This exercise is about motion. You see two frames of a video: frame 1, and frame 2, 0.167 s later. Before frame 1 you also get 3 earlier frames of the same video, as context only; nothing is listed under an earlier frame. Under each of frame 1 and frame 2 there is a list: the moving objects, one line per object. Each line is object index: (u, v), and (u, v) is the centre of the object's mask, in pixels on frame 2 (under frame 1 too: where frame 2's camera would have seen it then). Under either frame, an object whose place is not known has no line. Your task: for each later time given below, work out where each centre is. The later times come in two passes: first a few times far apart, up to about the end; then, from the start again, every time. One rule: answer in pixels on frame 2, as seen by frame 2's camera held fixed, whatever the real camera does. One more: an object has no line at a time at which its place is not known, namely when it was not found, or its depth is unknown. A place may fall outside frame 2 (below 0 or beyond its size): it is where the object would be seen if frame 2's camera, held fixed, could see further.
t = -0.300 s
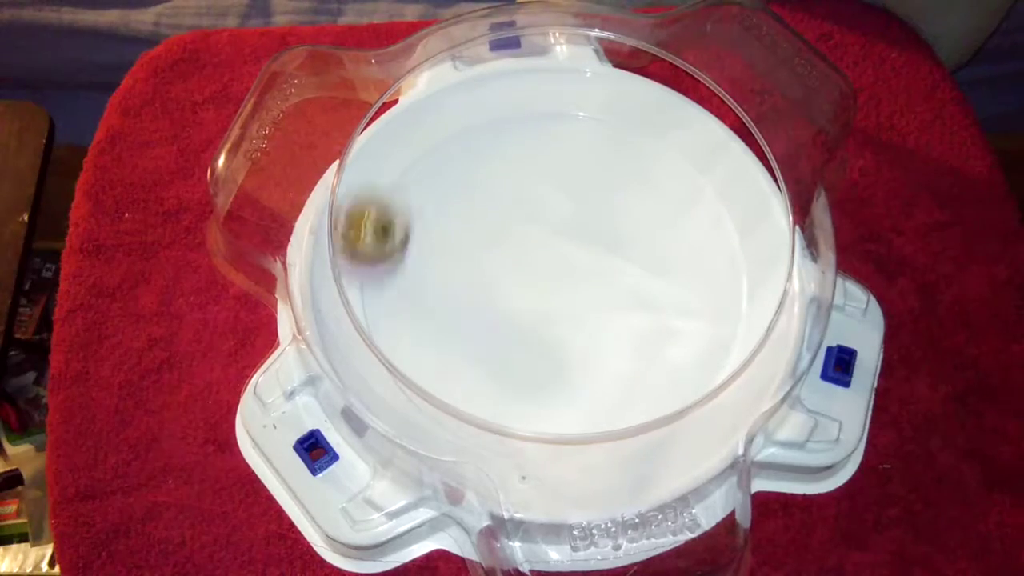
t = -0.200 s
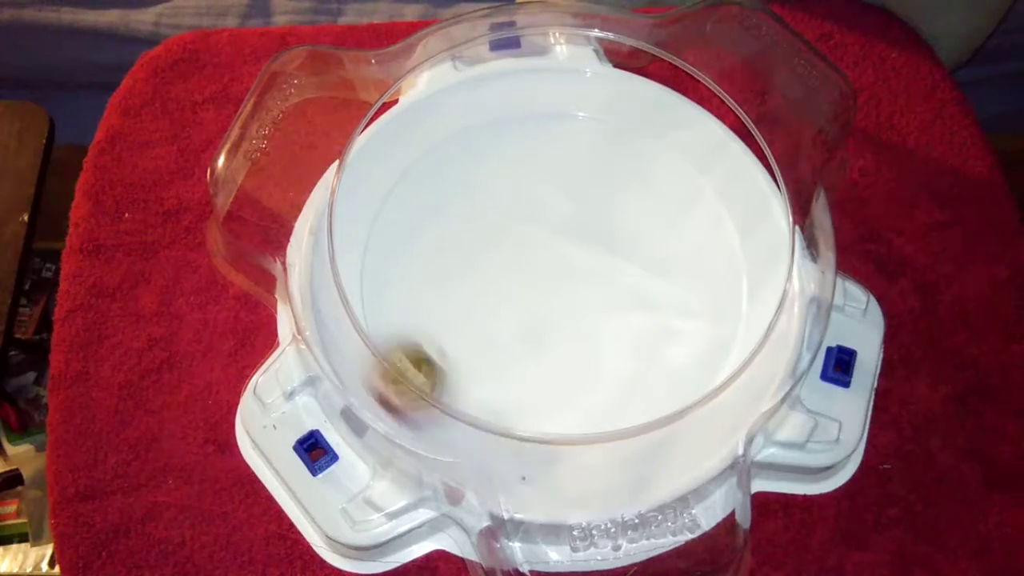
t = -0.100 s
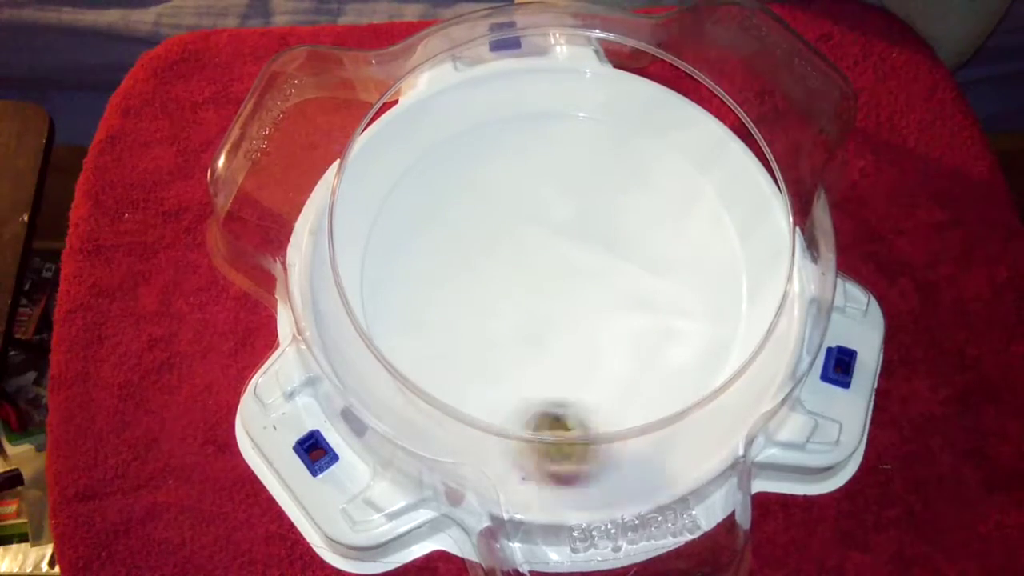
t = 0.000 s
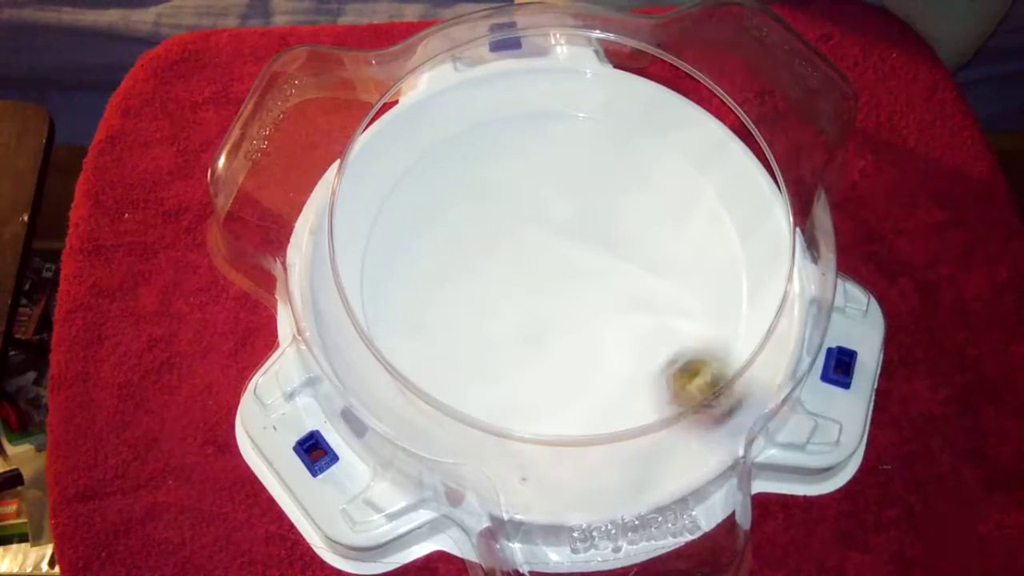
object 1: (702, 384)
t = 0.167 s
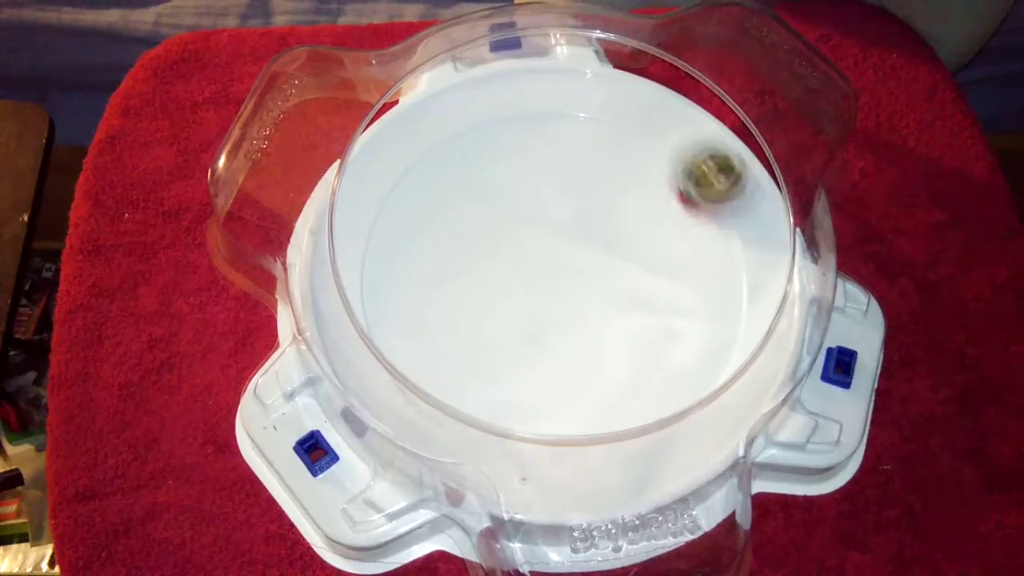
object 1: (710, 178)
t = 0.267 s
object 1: (596, 107)
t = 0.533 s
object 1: (376, 321)
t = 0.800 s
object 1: (702, 388)
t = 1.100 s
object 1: (610, 112)
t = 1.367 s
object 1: (372, 263)
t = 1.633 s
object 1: (629, 426)
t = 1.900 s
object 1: (702, 175)
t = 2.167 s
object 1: (430, 147)
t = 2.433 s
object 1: (478, 410)
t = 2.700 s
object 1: (735, 315)
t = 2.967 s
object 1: (592, 112)
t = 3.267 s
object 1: (384, 282)
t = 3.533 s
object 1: (607, 420)
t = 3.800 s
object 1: (703, 214)
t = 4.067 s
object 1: (491, 130)
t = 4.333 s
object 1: (420, 319)
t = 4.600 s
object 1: (644, 350)
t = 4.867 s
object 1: (644, 166)
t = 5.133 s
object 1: (473, 179)
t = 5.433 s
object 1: (508, 346)
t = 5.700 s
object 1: (660, 321)
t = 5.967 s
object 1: (638, 190)
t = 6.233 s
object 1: (489, 196)
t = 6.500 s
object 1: (472, 330)
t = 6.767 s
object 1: (623, 347)
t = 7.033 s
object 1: (634, 209)
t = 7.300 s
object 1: (497, 175)
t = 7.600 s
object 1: (466, 317)
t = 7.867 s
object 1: (622, 332)
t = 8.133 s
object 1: (650, 208)
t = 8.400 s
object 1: (525, 169)
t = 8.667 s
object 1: (470, 294)
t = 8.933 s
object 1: (598, 358)
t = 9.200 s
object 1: (663, 249)
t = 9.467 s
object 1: (547, 179)
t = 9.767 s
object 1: (451, 278)
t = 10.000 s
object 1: (544, 357)
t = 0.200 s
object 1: (679, 146)
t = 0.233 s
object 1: (640, 121)
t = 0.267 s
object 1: (596, 107)
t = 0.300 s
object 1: (551, 100)
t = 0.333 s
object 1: (504, 107)
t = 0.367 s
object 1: (461, 121)
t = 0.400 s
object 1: (423, 148)
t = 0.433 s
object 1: (392, 184)
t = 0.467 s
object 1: (375, 226)
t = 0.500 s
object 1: (369, 272)
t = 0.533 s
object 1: (376, 321)
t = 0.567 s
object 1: (398, 368)
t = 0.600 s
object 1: (434, 401)
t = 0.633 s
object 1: (480, 426)
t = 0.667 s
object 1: (529, 441)
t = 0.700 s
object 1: (576, 442)
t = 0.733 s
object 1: (625, 434)
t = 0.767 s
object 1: (670, 414)
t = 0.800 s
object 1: (702, 388)
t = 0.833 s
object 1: (725, 353)
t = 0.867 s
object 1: (737, 316)
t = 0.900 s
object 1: (743, 280)
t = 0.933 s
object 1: (740, 245)
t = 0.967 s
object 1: (729, 209)
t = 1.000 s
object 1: (708, 178)
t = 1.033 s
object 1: (680, 150)
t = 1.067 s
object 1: (648, 127)
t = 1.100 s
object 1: (610, 112)
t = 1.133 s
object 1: (572, 102)
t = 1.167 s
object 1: (526, 105)
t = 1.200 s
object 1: (487, 114)
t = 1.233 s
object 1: (446, 132)
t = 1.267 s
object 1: (416, 157)
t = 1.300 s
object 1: (392, 188)
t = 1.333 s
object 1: (376, 224)
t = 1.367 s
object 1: (372, 263)
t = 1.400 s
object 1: (376, 305)
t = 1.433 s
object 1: (393, 346)
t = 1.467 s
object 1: (418, 378)
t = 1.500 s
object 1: (450, 402)
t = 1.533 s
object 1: (495, 423)
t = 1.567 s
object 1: (541, 433)
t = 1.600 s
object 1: (584, 434)
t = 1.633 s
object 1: (629, 426)
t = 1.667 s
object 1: (670, 411)
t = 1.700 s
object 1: (706, 384)
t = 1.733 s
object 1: (724, 353)
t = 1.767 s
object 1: (735, 315)
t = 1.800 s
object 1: (742, 280)
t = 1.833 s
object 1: (738, 245)
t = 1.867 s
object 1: (725, 210)
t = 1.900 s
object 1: (702, 175)
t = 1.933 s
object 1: (677, 149)
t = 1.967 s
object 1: (645, 127)
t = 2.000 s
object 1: (609, 112)
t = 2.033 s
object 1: (572, 103)
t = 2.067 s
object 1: (533, 104)
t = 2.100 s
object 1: (496, 111)
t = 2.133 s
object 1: (460, 126)
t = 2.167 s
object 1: (430, 147)
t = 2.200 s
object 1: (407, 173)
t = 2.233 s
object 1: (389, 205)
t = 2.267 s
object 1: (381, 242)
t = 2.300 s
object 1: (381, 282)
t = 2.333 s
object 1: (393, 319)
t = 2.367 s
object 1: (411, 355)
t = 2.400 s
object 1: (439, 385)
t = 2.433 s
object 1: (478, 410)
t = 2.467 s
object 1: (516, 427)
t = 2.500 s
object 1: (562, 435)
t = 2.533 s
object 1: (602, 435)
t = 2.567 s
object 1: (643, 427)
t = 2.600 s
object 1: (676, 410)
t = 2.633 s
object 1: (704, 380)
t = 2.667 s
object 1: (725, 348)
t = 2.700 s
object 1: (735, 315)
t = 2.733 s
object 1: (741, 282)
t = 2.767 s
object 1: (740, 247)
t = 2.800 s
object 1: (727, 211)
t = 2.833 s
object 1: (709, 181)
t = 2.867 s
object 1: (685, 155)
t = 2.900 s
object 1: (656, 135)
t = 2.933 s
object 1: (624, 120)
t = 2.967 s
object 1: (592, 112)
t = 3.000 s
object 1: (557, 109)
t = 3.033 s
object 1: (523, 112)
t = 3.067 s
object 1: (489, 122)
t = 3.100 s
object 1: (457, 137)
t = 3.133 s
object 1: (431, 158)
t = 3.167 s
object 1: (408, 185)
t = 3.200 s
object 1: (392, 217)
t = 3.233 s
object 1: (384, 248)
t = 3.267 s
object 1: (384, 282)
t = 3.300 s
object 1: (392, 316)
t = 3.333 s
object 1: (407, 351)
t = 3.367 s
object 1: (429, 378)
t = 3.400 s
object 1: (459, 400)
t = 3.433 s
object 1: (495, 418)
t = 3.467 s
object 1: (532, 427)
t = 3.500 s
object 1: (570, 428)
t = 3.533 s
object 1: (607, 420)
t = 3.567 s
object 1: (644, 405)
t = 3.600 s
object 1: (671, 386)
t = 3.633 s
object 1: (690, 363)
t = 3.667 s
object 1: (708, 334)
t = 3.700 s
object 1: (717, 302)
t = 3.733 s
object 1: (718, 271)
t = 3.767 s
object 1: (714, 244)
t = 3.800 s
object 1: (703, 214)
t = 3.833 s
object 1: (686, 188)
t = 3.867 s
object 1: (664, 166)
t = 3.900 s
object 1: (639, 149)
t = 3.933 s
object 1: (611, 135)
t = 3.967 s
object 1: (581, 127)
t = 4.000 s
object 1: (552, 123)
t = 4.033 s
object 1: (522, 124)
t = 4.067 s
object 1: (491, 130)
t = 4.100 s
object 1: (464, 142)
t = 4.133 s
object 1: (440, 158)
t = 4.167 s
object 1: (420, 180)
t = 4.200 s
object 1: (408, 204)
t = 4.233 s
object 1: (400, 231)
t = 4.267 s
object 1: (399, 262)
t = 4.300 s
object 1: (406, 292)
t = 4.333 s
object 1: (420, 319)
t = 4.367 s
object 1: (441, 344)
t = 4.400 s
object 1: (466, 363)
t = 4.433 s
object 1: (498, 377)
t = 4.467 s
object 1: (529, 385)
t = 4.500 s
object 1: (561, 384)
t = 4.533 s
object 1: (596, 378)
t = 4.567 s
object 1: (619, 367)
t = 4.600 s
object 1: (644, 350)
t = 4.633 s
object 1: (664, 329)
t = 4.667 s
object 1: (678, 305)
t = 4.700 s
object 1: (687, 276)
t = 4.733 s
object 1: (689, 252)
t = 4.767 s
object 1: (684, 226)
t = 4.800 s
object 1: (676, 203)
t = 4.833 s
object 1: (661, 182)
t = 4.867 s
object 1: (644, 166)
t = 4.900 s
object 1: (623, 154)
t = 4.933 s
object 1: (601, 145)
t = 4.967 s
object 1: (579, 141)
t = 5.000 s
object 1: (555, 141)
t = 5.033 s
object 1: (530, 145)
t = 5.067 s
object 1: (508, 153)
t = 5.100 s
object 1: (489, 164)
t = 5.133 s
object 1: (473, 179)
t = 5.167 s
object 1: (459, 196)
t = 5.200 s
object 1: (449, 218)
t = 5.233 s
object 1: (446, 240)
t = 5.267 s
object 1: (446, 259)
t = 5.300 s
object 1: (450, 280)
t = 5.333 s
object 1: (459, 301)
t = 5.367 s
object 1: (473, 319)
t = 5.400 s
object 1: (488, 334)
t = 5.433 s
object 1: (508, 346)
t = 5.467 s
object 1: (528, 355)
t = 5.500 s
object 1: (550, 360)
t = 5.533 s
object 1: (571, 362)
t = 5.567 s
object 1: (593, 360)
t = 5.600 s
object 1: (611, 356)
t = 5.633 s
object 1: (632, 346)
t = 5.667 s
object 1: (648, 334)
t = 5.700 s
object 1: (660, 321)
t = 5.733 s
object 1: (670, 305)
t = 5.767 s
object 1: (677, 288)
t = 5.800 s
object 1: (680, 270)
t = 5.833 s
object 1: (679, 252)
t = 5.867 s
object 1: (674, 234)
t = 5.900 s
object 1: (665, 217)
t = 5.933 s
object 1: (654, 202)
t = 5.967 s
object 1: (638, 190)
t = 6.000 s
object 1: (622, 180)
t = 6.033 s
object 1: (603, 174)
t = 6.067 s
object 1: (582, 170)
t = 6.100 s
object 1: (562, 169)
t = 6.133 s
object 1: (542, 172)
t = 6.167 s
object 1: (522, 178)
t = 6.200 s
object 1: (504, 187)
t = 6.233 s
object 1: (489, 196)
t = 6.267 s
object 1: (475, 211)
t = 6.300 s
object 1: (465, 225)
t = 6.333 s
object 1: (458, 243)
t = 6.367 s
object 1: (454, 260)
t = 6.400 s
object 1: (453, 279)
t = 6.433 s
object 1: (456, 297)
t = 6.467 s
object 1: (462, 314)
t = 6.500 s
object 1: (472, 330)
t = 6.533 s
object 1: (488, 344)
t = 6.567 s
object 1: (504, 355)
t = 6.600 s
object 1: (524, 363)
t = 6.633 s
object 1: (544, 368)
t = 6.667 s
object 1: (566, 369)
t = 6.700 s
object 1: (586, 365)
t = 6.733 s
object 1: (605, 358)
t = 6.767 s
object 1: (623, 347)
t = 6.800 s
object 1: (638, 332)
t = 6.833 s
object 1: (648, 317)
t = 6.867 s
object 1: (655, 298)
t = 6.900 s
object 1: (658, 279)
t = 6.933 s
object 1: (657, 260)
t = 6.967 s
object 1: (653, 241)
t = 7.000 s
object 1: (645, 224)
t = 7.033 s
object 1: (634, 209)
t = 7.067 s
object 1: (620, 194)
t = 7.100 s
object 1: (604, 184)
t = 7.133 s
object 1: (587, 175)
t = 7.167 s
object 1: (569, 170)
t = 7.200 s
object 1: (551, 167)
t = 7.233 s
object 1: (532, 167)
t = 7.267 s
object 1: (514, 170)
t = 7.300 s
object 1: (497, 175)
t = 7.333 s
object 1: (480, 185)
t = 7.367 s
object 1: (467, 196)
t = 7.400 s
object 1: (455, 209)
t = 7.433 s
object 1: (447, 226)
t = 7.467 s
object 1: (443, 242)
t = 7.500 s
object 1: (442, 262)
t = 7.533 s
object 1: (446, 279)
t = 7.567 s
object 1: (453, 299)
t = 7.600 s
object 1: (466, 317)
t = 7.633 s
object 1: (480, 330)
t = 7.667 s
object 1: (500, 340)
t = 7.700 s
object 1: (520, 348)
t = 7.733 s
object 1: (544, 352)
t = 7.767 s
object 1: (565, 352)
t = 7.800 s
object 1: (586, 348)
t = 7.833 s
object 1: (603, 343)
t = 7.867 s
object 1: (622, 332)
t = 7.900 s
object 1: (636, 321)
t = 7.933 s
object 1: (648, 306)
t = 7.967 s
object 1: (656, 291)
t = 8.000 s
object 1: (662, 274)
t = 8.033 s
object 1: (663, 257)
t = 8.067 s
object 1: (662, 240)
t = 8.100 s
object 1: (658, 223)
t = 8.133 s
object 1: (650, 208)
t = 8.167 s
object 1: (639, 194)
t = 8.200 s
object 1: (627, 183)
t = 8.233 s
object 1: (612, 173)
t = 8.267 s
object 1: (596, 167)
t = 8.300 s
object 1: (579, 163)
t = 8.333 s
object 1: (561, 162)
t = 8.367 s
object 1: (542, 164)
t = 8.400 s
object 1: (525, 169)
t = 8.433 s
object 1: (507, 178)
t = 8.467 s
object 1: (493, 190)
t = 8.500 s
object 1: (481, 204)
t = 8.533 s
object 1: (471, 221)
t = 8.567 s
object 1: (466, 238)
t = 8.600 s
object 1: (463, 259)
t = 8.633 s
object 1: (465, 275)
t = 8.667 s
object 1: (470, 294)
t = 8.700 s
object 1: (478, 311)
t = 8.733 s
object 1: (491, 327)
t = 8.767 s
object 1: (506, 339)
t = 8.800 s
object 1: (523, 349)
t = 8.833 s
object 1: (541, 356)
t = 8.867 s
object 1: (561, 360)
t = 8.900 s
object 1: (580, 361)
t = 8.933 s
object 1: (598, 358)
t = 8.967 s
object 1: (616, 352)
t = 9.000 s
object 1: (633, 342)
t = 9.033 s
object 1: (647, 329)
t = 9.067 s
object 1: (657, 316)
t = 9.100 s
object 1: (664, 300)
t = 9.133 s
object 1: (667, 283)
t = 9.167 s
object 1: (667, 266)
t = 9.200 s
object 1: (663, 249)
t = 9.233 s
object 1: (656, 233)
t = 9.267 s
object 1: (646, 219)
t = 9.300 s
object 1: (633, 206)
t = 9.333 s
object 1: (618, 196)
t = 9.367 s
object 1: (601, 188)
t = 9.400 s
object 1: (584, 182)
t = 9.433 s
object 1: (565, 179)
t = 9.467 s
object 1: (547, 179)
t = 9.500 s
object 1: (528, 182)
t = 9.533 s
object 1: (512, 187)
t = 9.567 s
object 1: (496, 194)
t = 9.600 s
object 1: (482, 204)
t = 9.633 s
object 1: (470, 216)
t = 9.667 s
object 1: (461, 230)
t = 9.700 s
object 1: (454, 245)
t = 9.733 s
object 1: (451, 261)
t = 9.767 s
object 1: (451, 278)
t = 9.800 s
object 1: (454, 294)
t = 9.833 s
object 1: (462, 311)
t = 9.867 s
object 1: (473, 326)
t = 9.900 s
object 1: (486, 338)
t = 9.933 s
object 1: (504, 347)
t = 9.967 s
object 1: (523, 354)
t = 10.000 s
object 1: (544, 357)
